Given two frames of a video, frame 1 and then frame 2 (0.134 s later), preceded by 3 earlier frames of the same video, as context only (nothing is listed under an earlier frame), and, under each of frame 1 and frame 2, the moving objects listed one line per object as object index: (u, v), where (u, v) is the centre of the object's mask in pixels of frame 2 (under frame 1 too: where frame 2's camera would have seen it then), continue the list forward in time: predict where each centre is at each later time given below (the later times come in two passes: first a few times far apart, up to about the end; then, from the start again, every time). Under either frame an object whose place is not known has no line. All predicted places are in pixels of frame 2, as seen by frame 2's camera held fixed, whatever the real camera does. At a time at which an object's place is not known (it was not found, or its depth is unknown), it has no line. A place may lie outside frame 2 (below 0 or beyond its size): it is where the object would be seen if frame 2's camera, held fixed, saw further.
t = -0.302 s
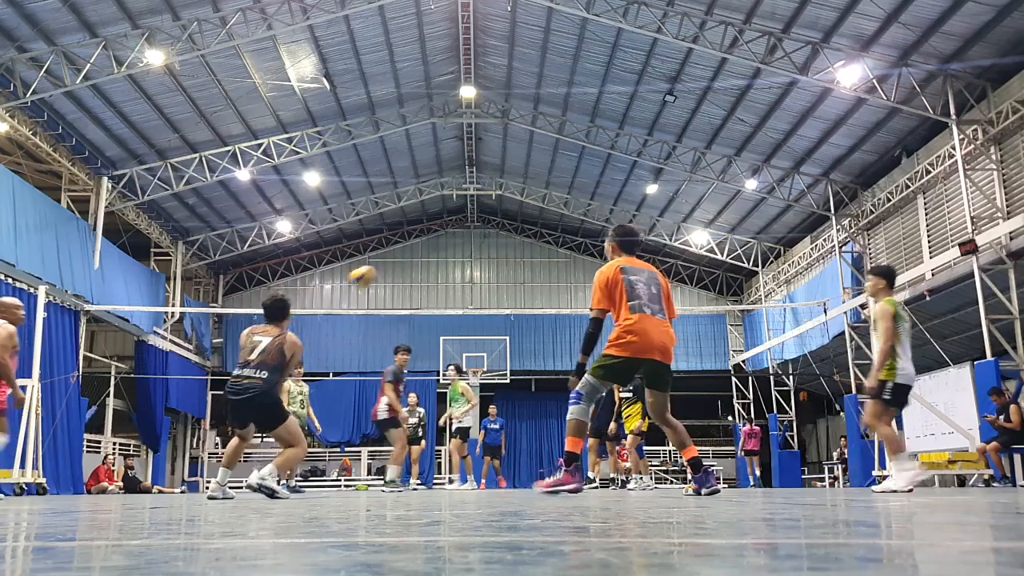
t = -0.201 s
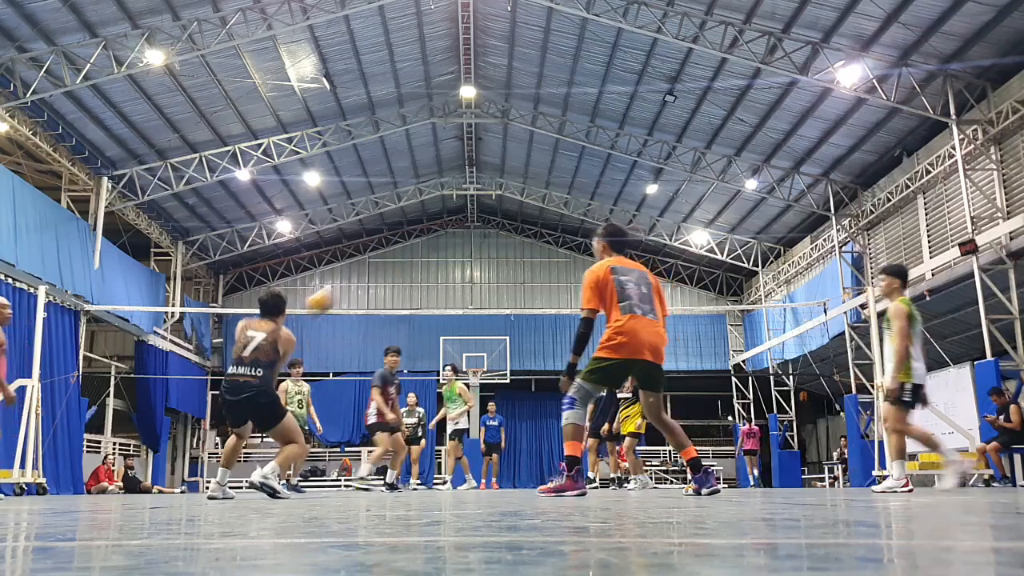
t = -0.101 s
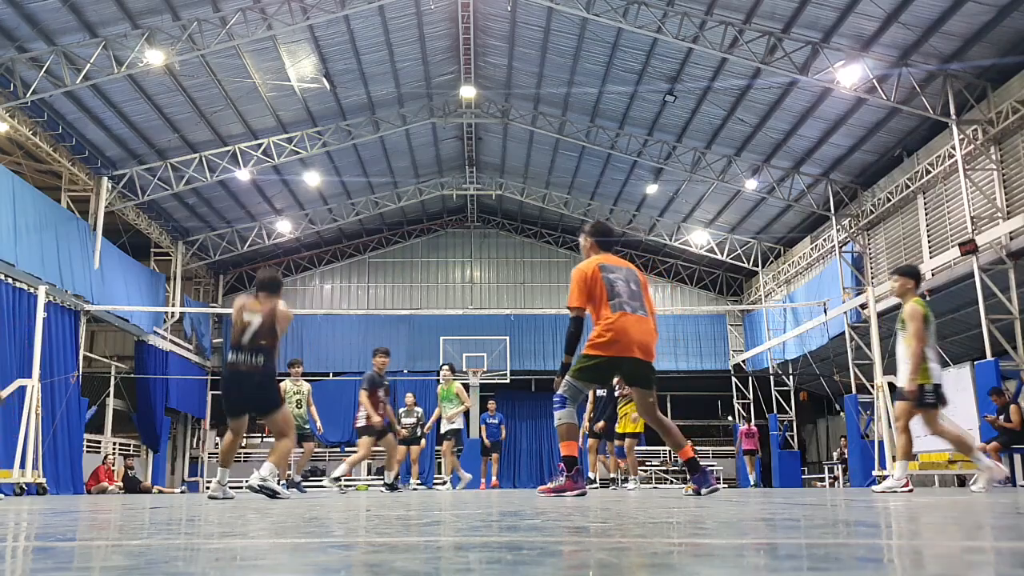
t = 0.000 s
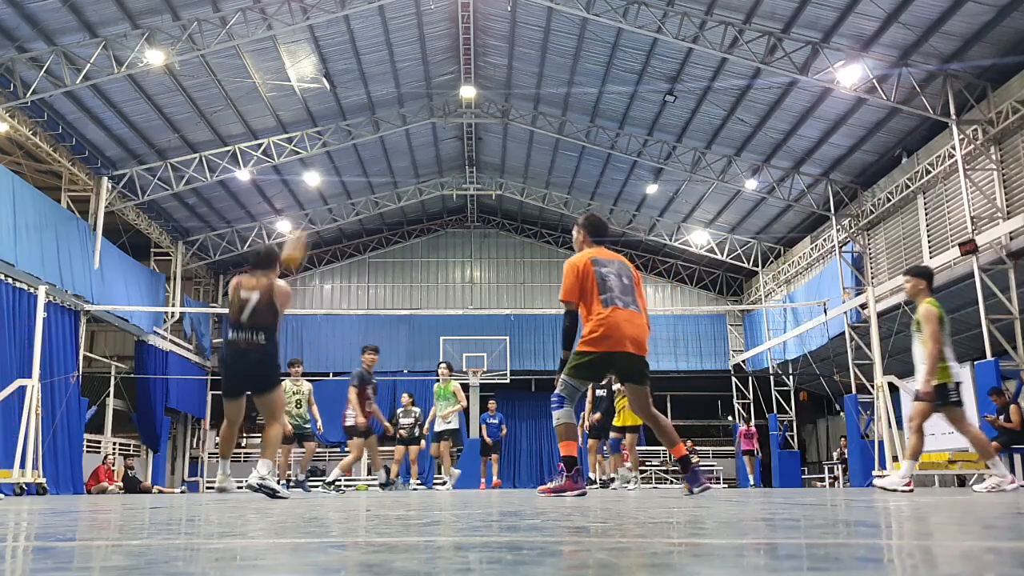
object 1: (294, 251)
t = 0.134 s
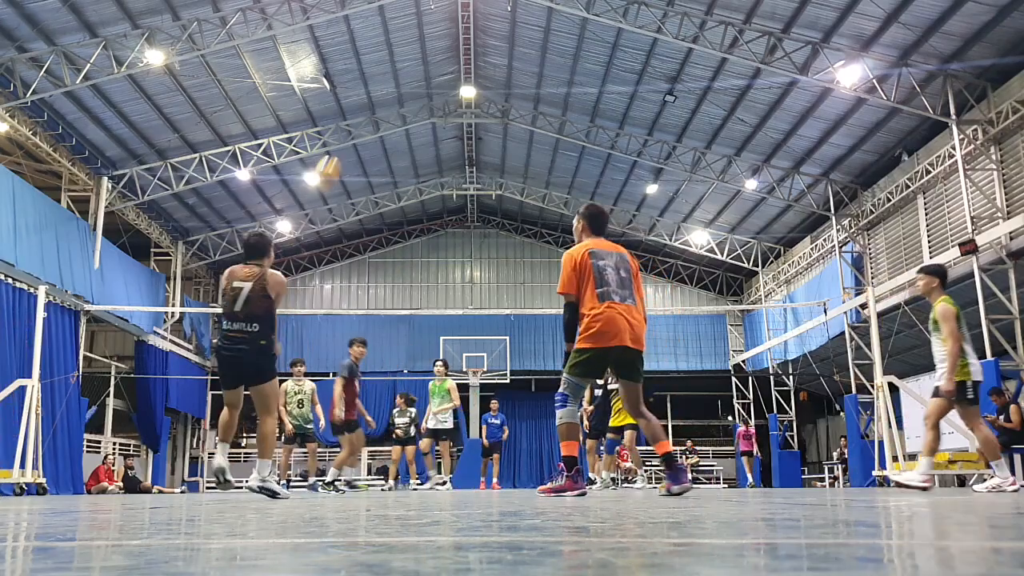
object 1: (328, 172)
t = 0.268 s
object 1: (352, 124)
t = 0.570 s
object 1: (399, 91)
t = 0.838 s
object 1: (433, 130)
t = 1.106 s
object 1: (462, 218)
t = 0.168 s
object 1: (334, 156)
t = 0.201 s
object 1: (341, 145)
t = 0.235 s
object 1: (347, 133)
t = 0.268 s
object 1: (352, 124)
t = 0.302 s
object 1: (358, 114)
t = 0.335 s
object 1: (364, 108)
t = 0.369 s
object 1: (370, 102)
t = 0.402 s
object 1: (375, 97)
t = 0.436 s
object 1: (381, 94)
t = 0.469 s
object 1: (385, 92)
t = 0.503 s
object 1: (390, 90)
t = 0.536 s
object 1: (395, 91)
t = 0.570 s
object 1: (399, 91)
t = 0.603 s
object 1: (404, 93)
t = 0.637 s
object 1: (408, 95)
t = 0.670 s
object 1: (412, 99)
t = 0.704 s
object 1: (417, 103)
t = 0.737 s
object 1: (421, 108)
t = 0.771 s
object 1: (425, 114)
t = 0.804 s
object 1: (429, 121)
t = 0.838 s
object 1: (433, 130)
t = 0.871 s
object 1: (437, 138)
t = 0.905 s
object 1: (440, 147)
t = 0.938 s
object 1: (444, 158)
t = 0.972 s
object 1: (448, 167)
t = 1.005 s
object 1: (451, 179)
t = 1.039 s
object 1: (455, 192)
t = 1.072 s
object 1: (458, 204)
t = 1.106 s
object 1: (462, 218)
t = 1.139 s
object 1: (465, 231)
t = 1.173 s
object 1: (468, 246)
